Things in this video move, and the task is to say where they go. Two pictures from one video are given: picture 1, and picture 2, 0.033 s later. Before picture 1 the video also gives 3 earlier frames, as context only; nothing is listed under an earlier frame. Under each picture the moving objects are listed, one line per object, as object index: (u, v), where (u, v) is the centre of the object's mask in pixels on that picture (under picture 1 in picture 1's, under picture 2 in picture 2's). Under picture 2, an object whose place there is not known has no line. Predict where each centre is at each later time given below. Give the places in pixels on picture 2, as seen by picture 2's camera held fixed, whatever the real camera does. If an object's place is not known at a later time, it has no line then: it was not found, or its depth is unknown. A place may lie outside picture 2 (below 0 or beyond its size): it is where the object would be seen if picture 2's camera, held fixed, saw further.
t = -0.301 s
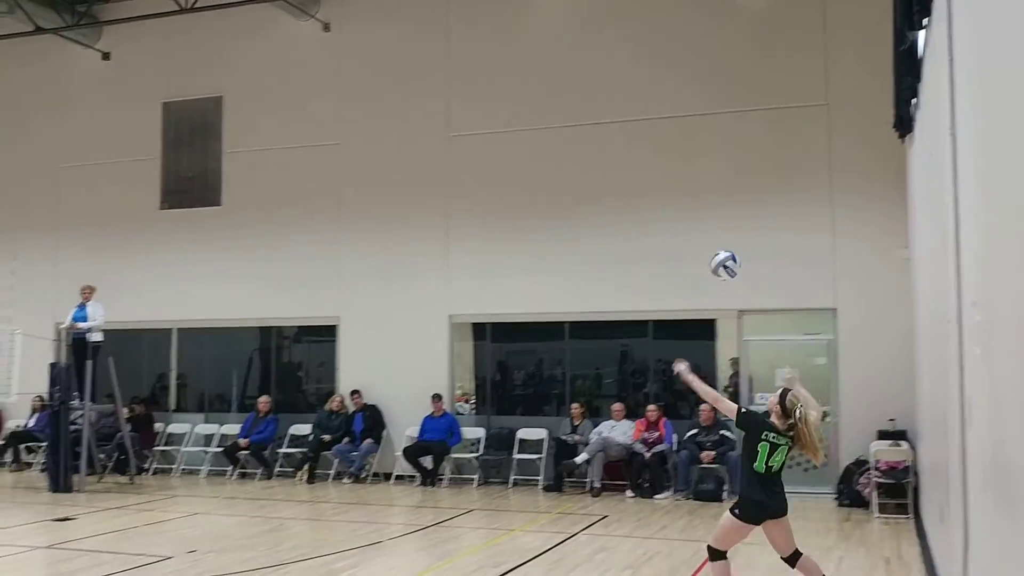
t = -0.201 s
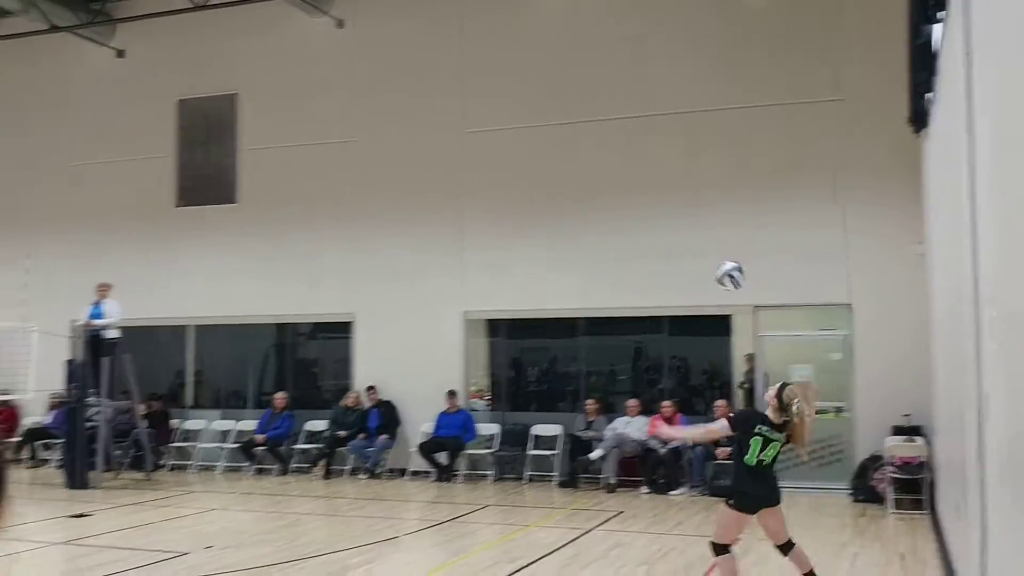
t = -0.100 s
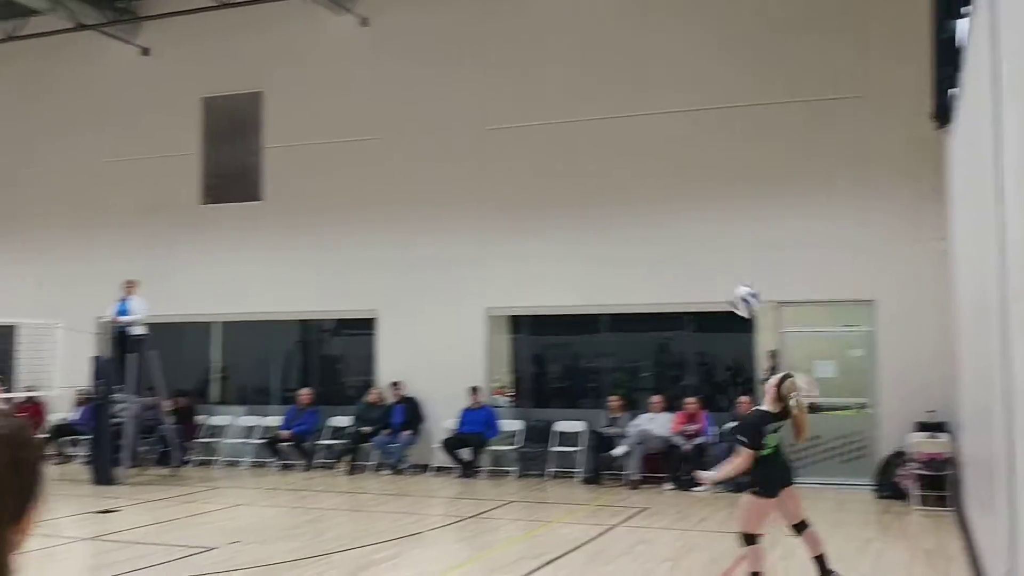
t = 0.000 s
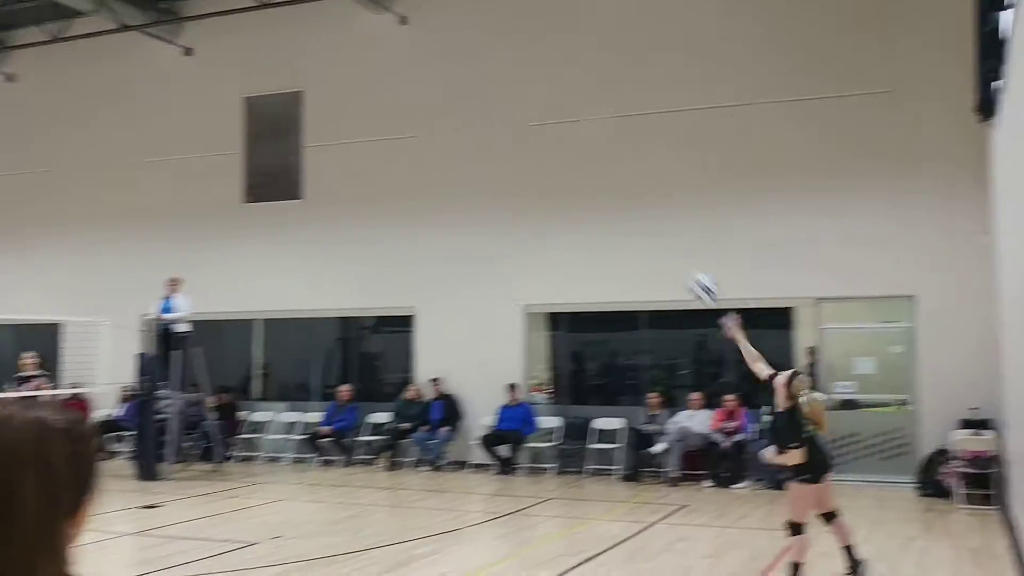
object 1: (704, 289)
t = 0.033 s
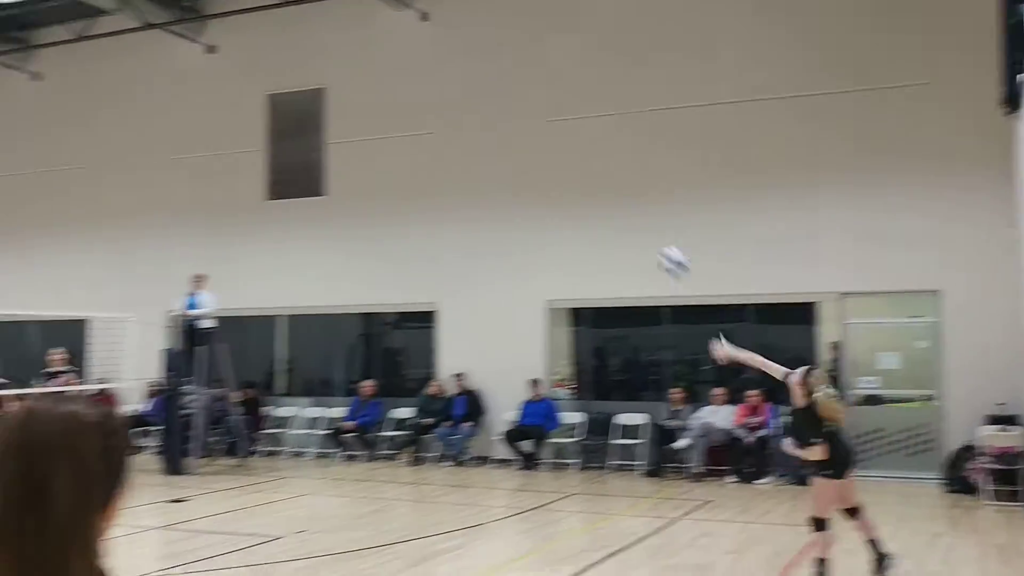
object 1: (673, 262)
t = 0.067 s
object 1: (621, 244)
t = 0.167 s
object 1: (482, 198)
